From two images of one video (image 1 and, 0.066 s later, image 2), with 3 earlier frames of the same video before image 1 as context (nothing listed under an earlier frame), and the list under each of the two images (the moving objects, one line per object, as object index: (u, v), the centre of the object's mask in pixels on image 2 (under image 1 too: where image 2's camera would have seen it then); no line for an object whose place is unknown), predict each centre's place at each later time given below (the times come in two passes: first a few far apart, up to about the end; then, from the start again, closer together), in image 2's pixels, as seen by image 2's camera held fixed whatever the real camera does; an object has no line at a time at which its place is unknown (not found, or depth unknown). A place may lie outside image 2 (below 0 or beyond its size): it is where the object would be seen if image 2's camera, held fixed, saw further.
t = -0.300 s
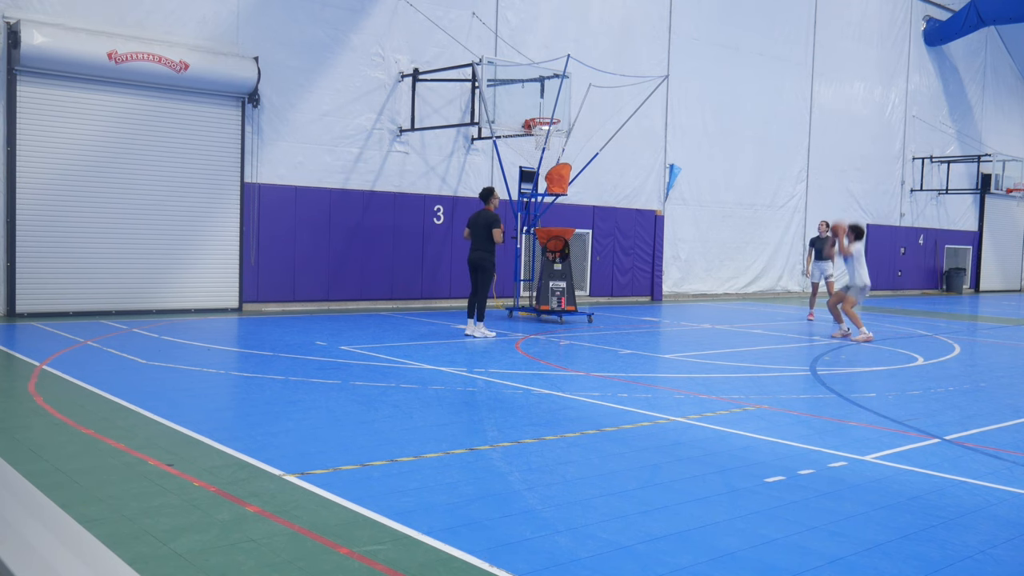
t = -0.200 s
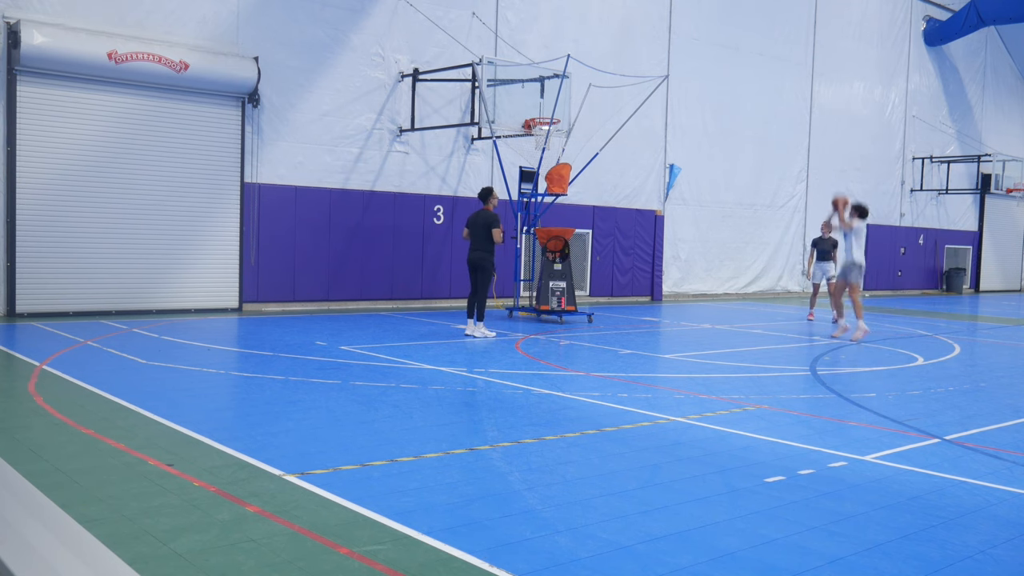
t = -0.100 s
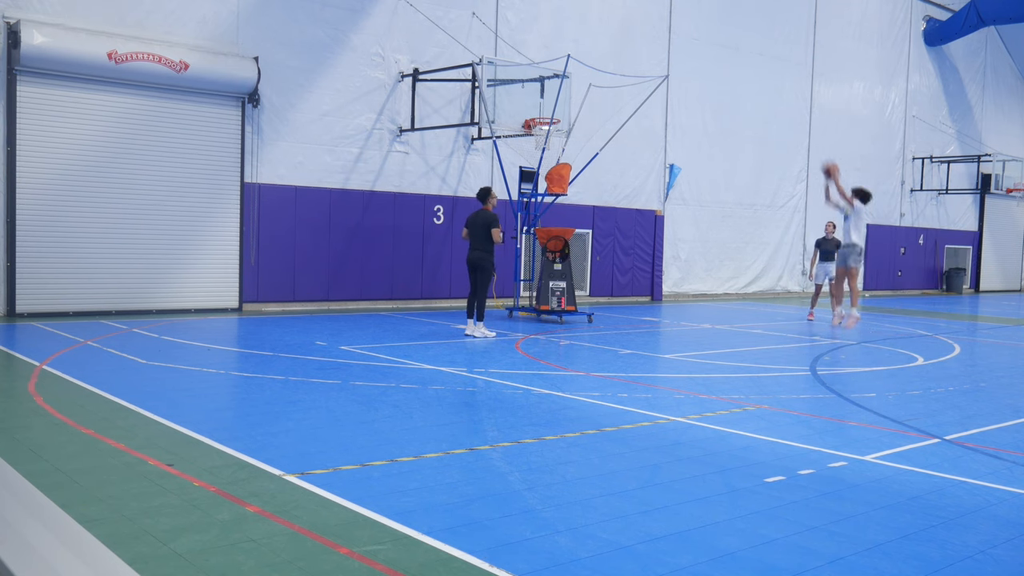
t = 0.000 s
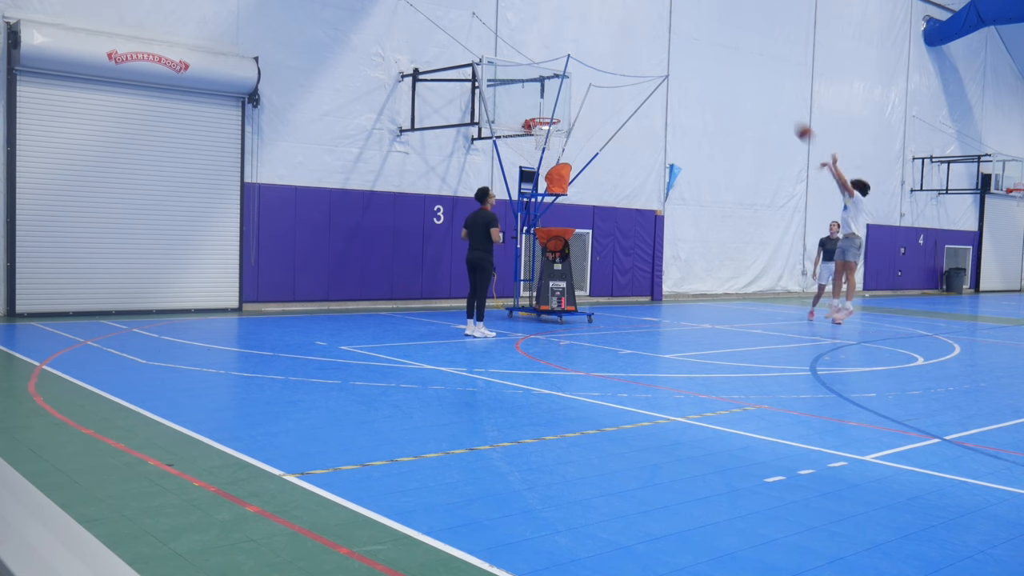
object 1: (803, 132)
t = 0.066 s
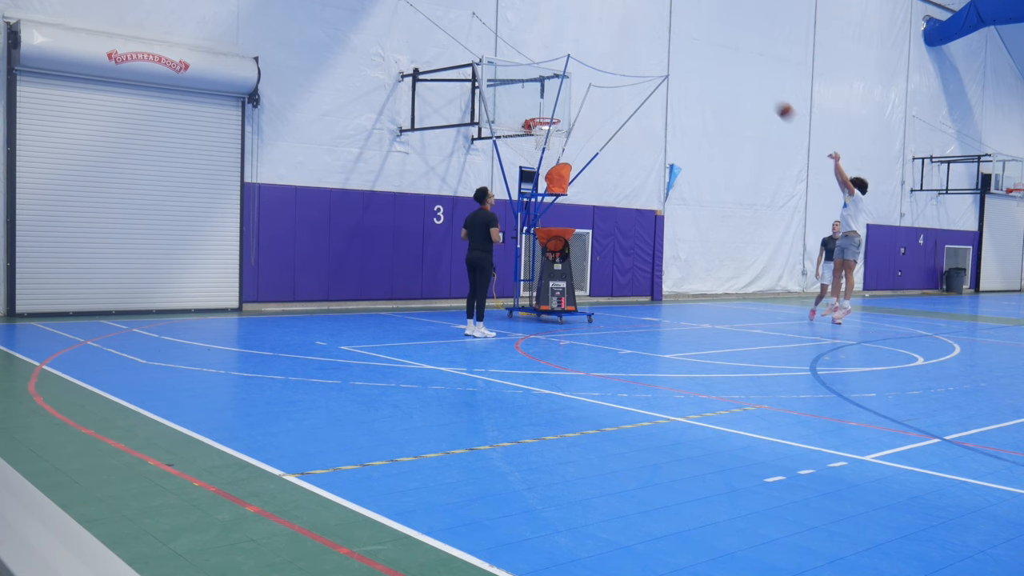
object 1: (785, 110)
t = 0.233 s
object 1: (738, 71)
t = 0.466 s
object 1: (675, 48)
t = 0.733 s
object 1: (606, 65)
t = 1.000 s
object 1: (540, 125)
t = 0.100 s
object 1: (775, 101)
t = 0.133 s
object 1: (766, 92)
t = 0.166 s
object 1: (757, 84)
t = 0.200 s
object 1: (747, 77)
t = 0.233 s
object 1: (738, 71)
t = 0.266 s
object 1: (729, 65)
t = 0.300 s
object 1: (720, 60)
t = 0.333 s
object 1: (711, 56)
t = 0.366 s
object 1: (701, 53)
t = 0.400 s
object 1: (692, 50)
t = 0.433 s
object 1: (683, 49)
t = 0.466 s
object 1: (675, 48)
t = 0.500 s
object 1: (666, 48)
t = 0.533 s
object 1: (657, 48)
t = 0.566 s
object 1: (649, 49)
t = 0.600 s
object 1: (639, 51)
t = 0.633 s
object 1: (631, 54)
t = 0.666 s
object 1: (622, 57)
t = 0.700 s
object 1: (614, 61)
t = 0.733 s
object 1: (606, 65)
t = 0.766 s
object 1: (596, 72)
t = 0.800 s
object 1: (588, 78)
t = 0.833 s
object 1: (580, 84)
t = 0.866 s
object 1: (571, 92)
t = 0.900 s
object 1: (564, 100)
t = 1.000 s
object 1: (540, 125)
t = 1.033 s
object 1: (537, 132)
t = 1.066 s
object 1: (536, 136)
